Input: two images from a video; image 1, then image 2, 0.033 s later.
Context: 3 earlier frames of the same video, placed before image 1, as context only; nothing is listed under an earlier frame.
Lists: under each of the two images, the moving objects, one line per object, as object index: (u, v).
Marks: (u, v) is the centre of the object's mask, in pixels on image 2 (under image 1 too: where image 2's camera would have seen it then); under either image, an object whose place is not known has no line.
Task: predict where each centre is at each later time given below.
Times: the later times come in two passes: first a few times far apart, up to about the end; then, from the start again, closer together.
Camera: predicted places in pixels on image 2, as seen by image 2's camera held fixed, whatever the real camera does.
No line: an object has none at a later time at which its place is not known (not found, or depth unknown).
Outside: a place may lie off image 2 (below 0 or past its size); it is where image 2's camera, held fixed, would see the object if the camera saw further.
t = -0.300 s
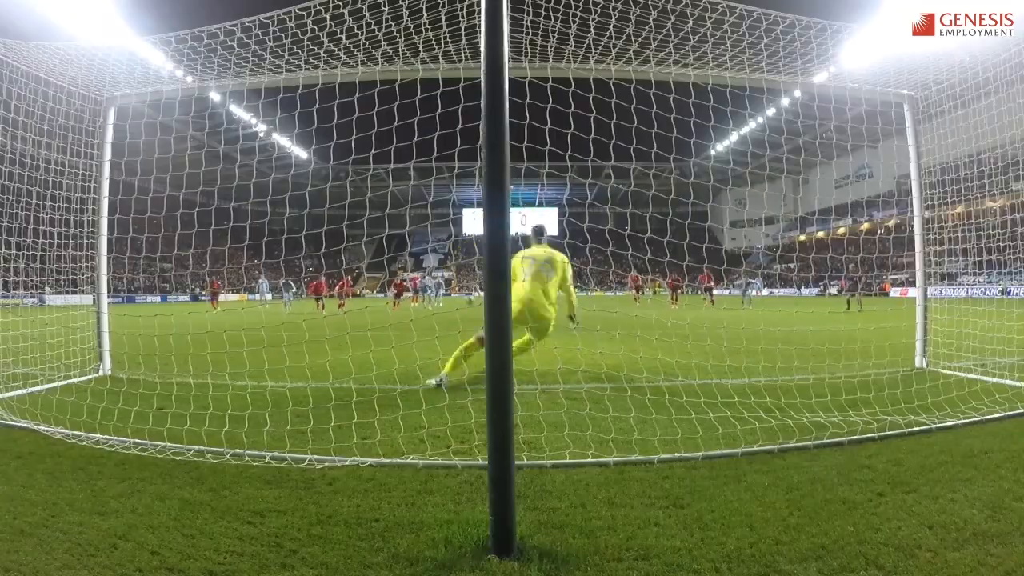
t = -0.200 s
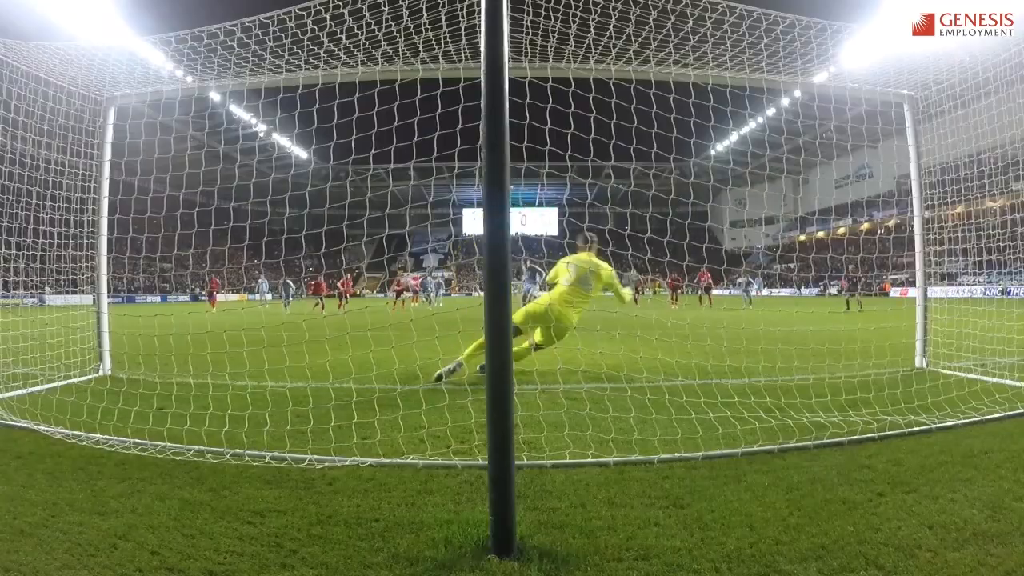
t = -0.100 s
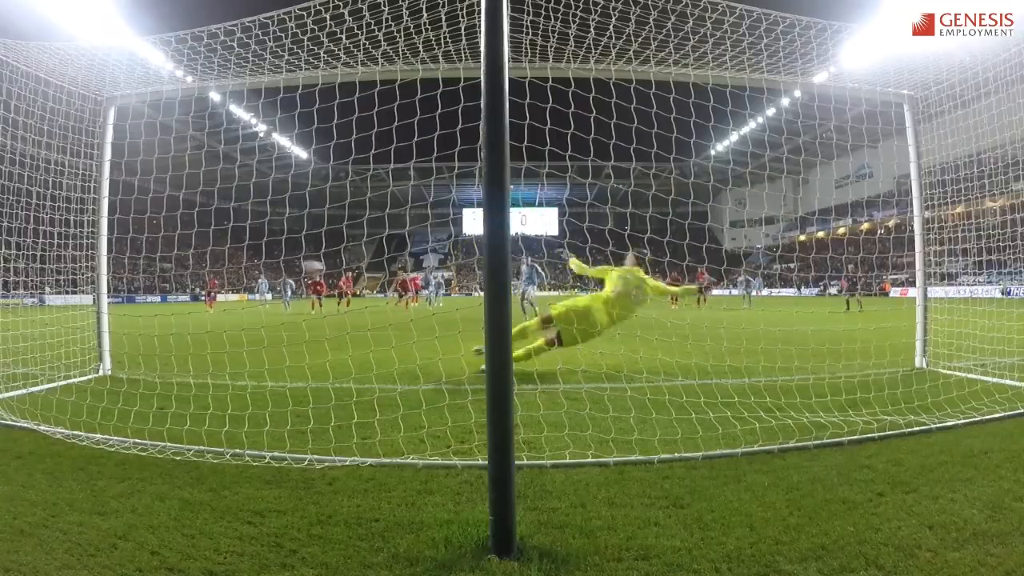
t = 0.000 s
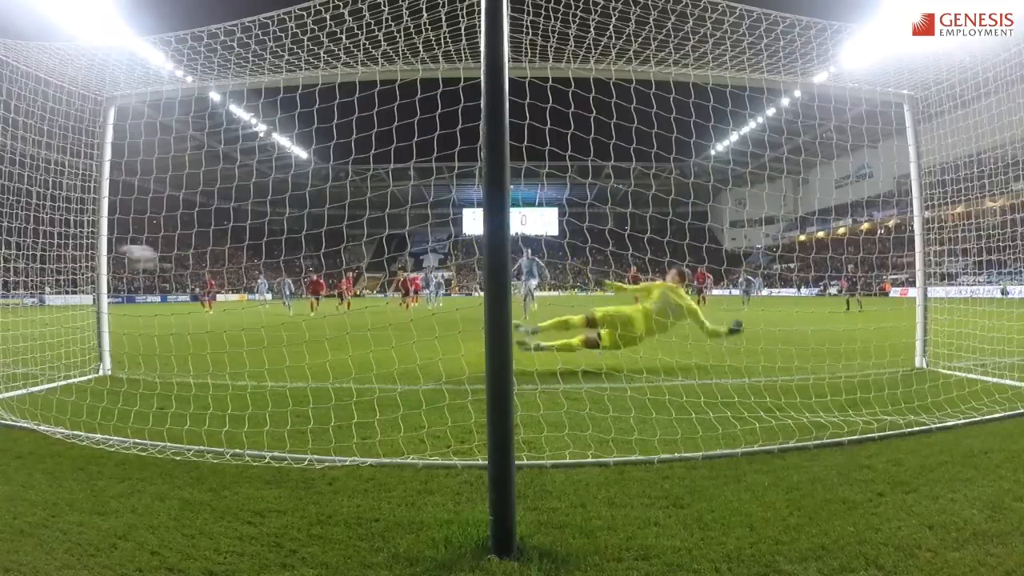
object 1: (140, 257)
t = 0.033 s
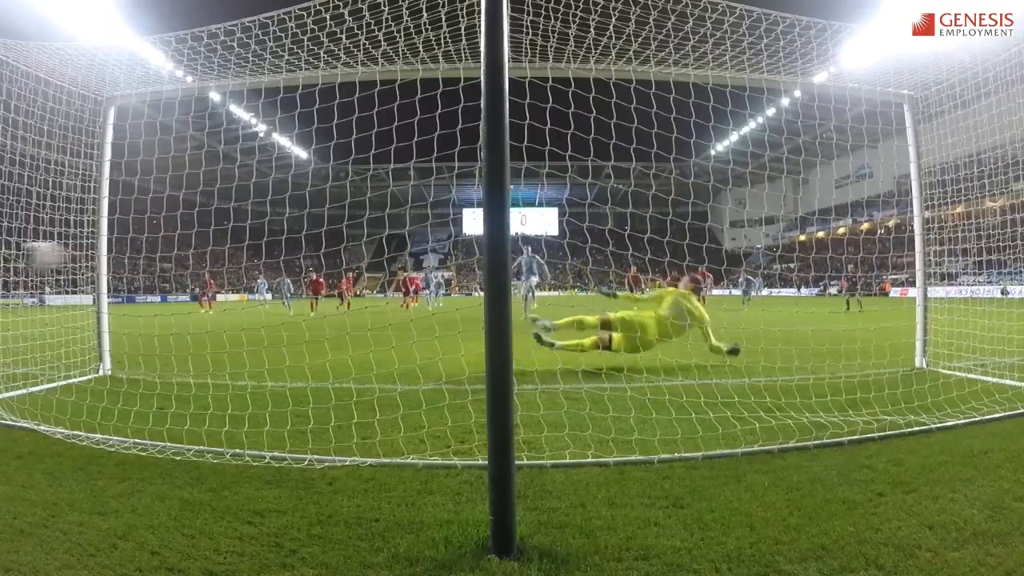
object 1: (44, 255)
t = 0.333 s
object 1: (11, 382)
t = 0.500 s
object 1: (71, 425)
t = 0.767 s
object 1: (108, 423)
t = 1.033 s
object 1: (119, 417)
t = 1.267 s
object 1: (125, 416)
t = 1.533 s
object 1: (142, 420)
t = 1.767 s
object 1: (158, 418)
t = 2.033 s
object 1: (167, 416)
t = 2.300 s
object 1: (168, 416)
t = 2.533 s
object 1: (166, 417)
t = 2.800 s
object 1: (166, 416)
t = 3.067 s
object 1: (166, 416)
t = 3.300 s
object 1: (166, 417)
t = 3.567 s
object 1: (166, 416)
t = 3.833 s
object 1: (166, 416)
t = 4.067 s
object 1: (166, 416)
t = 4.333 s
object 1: (166, 417)
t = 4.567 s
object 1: (166, 417)
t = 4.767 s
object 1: (166, 416)
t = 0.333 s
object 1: (11, 382)
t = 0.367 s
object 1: (29, 394)
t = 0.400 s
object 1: (55, 406)
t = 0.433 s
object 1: (67, 417)
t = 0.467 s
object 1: (70, 422)
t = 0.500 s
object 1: (71, 425)
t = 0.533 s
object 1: (76, 424)
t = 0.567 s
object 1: (81, 425)
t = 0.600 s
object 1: (87, 426)
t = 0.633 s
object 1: (93, 426)
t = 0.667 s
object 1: (96, 425)
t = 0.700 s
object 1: (100, 424)
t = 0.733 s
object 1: (104, 423)
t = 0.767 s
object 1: (108, 423)
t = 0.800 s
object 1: (109, 423)
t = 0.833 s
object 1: (112, 421)
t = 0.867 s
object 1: (113, 420)
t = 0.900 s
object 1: (115, 419)
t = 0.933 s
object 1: (116, 418)
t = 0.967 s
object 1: (117, 418)
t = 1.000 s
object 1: (119, 417)
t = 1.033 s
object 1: (119, 417)
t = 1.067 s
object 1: (121, 417)
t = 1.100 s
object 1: (122, 416)
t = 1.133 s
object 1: (122, 416)
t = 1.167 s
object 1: (122, 416)
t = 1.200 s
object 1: (124, 416)
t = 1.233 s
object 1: (124, 416)
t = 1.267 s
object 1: (125, 416)
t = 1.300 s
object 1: (126, 416)
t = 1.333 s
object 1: (127, 416)
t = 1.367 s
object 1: (129, 417)
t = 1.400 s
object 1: (131, 417)
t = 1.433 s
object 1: (133, 418)
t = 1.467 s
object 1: (135, 419)
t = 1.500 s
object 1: (138, 420)
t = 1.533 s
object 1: (142, 420)
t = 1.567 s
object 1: (145, 420)
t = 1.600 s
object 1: (146, 420)
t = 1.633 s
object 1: (149, 420)
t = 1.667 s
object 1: (151, 419)
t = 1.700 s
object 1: (154, 418)
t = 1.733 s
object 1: (157, 417)
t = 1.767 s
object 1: (158, 418)
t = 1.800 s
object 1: (159, 418)
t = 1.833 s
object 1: (161, 418)
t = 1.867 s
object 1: (162, 418)
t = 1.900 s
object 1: (163, 417)
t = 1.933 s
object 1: (164, 416)
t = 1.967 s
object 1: (166, 416)
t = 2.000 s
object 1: (166, 416)
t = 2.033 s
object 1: (167, 416)
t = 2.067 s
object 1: (168, 416)
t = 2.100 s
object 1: (169, 416)
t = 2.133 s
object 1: (169, 415)
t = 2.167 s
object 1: (169, 416)
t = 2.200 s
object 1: (169, 416)
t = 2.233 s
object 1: (168, 416)
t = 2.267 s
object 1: (168, 416)
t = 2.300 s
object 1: (168, 416)
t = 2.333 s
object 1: (168, 415)
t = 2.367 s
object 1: (168, 416)
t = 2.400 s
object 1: (167, 417)
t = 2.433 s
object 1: (167, 417)
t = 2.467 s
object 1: (167, 417)
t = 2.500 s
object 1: (166, 417)
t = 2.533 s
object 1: (166, 417)
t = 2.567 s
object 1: (166, 417)
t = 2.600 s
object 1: (166, 417)
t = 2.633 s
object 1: (166, 416)
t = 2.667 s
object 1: (166, 417)
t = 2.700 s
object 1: (166, 417)
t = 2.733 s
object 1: (166, 417)
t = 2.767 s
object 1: (166, 416)
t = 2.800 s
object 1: (166, 416)
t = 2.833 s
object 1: (166, 417)
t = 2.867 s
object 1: (166, 417)
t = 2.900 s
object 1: (166, 416)
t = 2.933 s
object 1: (166, 417)
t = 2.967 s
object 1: (166, 416)
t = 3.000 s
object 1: (166, 417)
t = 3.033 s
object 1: (166, 417)
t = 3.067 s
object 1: (166, 416)
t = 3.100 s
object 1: (166, 417)
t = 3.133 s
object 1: (166, 416)
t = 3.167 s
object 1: (166, 417)
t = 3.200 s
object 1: (166, 417)
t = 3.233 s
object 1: (166, 417)
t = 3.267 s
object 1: (166, 416)
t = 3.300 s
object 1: (166, 417)
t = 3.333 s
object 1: (166, 416)
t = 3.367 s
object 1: (166, 417)
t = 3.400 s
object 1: (166, 417)
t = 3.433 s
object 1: (166, 417)
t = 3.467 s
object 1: (166, 417)
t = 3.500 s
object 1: (166, 416)
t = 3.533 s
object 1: (166, 417)
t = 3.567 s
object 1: (166, 416)
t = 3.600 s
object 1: (166, 416)
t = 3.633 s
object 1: (166, 417)
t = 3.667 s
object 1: (166, 416)
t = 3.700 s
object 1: (166, 417)
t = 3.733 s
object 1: (166, 417)
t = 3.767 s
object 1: (166, 417)
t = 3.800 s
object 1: (166, 416)
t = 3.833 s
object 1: (166, 416)
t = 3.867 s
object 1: (166, 417)
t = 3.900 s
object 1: (166, 416)
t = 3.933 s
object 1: (166, 417)
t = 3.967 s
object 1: (166, 416)
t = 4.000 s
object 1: (166, 417)
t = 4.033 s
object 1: (166, 417)
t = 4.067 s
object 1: (166, 416)
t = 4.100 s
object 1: (166, 416)
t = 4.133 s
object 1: (166, 417)
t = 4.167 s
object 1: (166, 417)
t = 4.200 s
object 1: (166, 416)
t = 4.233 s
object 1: (166, 416)
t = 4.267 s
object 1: (166, 417)
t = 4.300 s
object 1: (166, 417)
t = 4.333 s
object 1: (166, 417)
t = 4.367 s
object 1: (166, 417)
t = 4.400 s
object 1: (166, 416)
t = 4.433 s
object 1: (166, 416)
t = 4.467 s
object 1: (166, 417)
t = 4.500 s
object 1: (166, 417)
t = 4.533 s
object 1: (166, 417)
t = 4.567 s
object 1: (166, 417)
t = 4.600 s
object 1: (166, 416)
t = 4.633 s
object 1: (166, 416)
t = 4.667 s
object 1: (166, 417)
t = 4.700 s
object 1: (166, 416)
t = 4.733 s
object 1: (166, 416)
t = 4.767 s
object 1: (166, 416)
